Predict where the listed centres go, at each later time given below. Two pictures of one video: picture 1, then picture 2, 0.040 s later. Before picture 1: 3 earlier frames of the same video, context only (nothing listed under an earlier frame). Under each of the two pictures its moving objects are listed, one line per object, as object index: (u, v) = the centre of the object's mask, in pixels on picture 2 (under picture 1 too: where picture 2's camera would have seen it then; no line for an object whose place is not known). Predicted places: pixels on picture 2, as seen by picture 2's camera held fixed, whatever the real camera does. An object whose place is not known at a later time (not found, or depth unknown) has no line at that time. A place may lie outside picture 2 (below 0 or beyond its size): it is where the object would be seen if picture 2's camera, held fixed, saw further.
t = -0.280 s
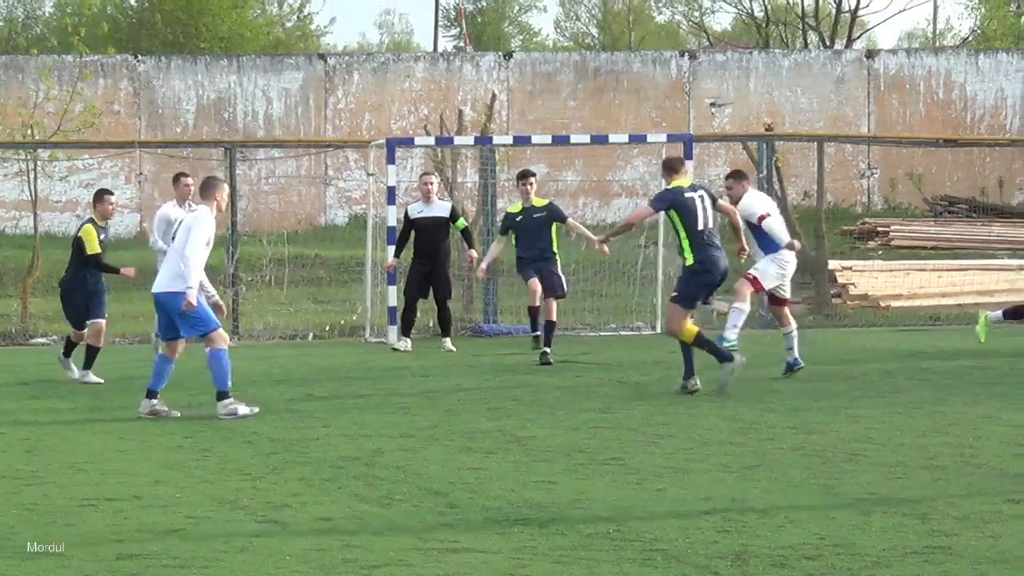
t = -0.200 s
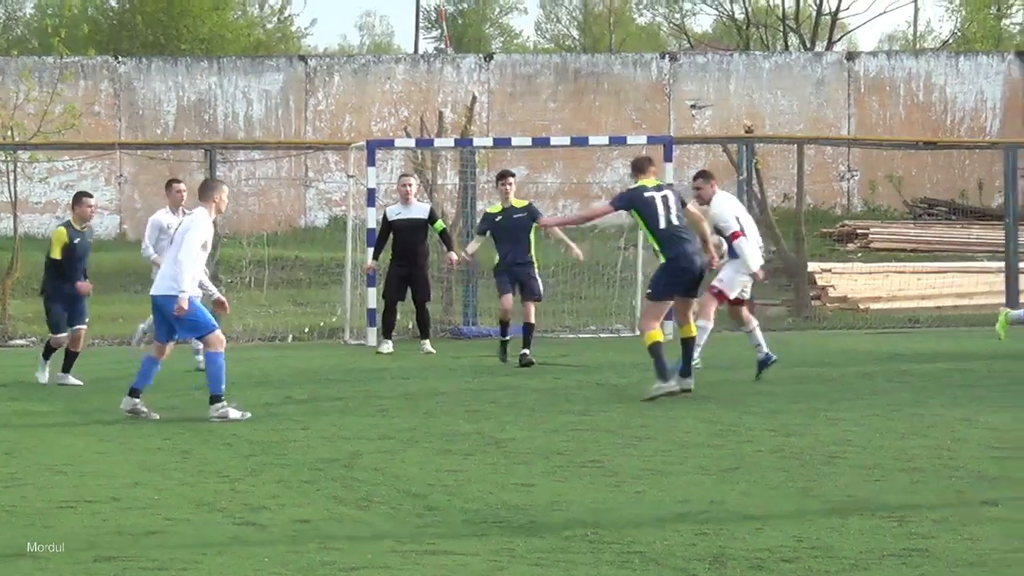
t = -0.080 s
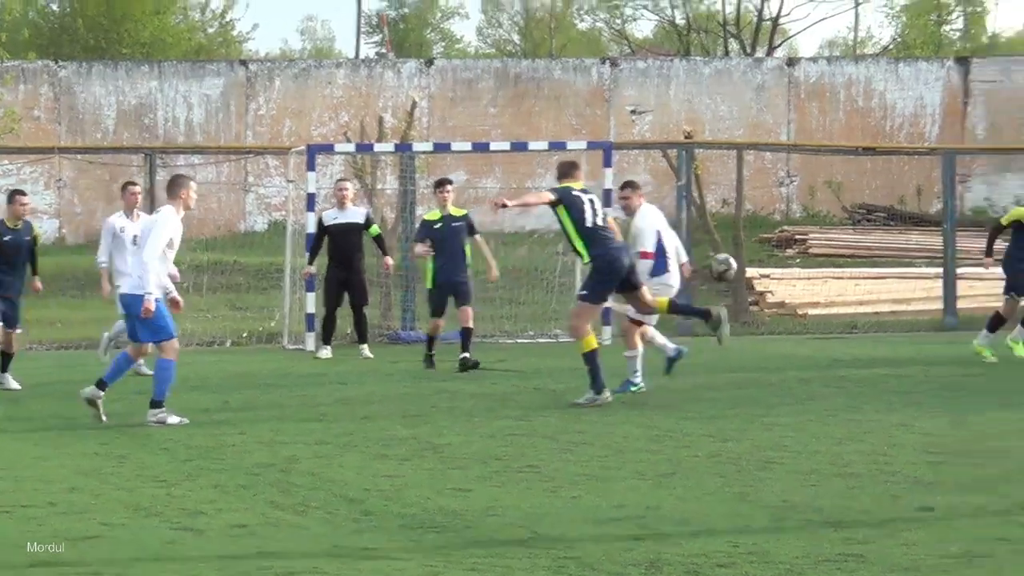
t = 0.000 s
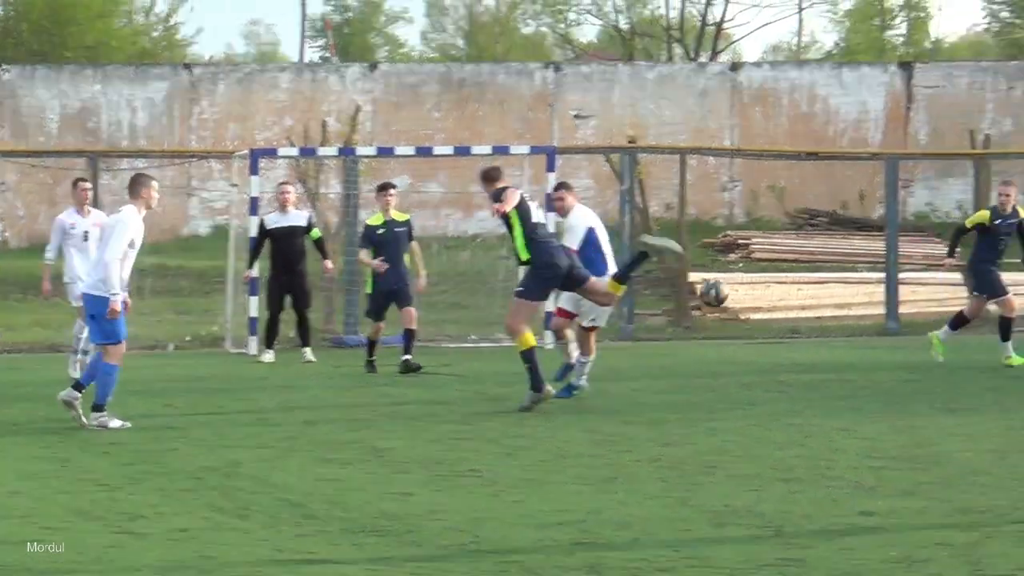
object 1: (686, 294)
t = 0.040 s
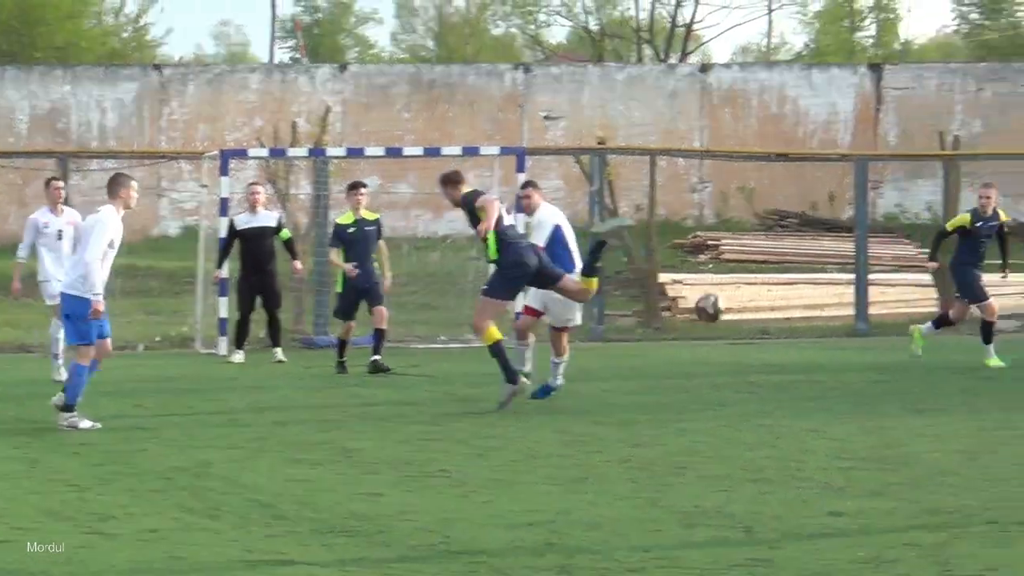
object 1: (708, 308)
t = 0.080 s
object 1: (732, 324)
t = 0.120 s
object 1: (757, 344)
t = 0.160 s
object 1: (782, 368)
